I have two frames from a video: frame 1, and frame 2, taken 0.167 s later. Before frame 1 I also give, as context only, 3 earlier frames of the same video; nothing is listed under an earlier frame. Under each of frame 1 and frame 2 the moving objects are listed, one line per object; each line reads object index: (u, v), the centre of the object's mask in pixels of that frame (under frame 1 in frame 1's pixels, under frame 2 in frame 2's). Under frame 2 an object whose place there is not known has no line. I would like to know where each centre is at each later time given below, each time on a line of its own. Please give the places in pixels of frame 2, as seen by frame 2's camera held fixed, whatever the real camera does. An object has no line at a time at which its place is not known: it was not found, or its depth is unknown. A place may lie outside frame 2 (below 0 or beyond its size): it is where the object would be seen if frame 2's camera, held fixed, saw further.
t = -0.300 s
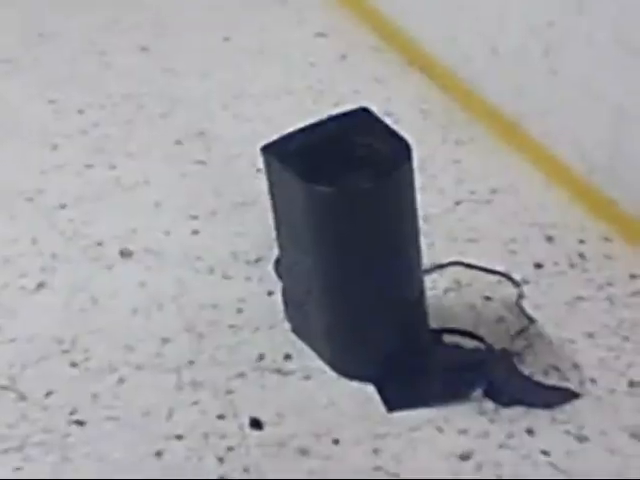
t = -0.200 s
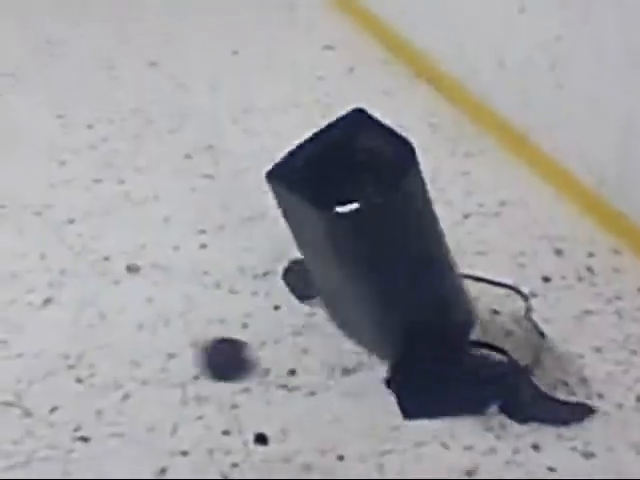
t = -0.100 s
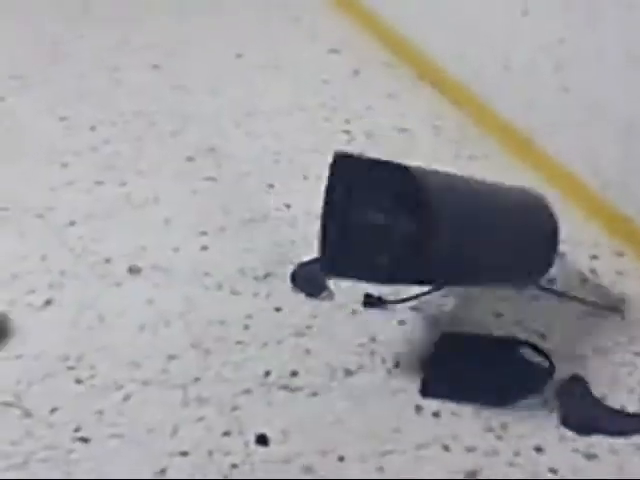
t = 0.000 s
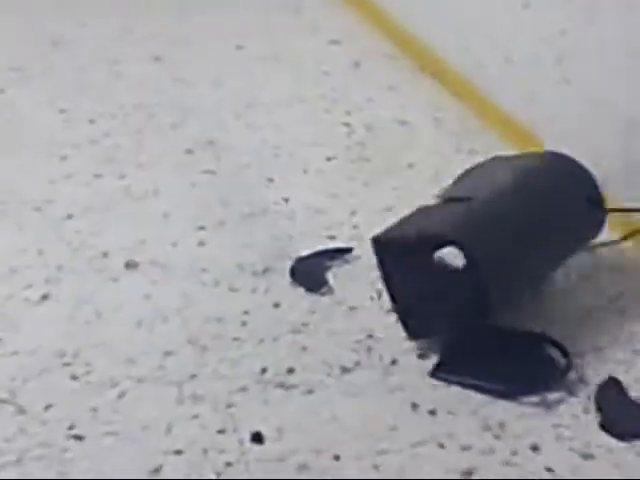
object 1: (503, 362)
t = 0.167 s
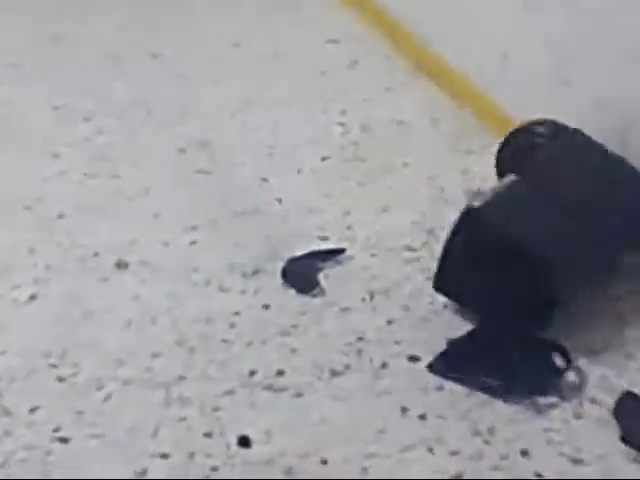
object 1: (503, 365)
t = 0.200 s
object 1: (499, 365)
